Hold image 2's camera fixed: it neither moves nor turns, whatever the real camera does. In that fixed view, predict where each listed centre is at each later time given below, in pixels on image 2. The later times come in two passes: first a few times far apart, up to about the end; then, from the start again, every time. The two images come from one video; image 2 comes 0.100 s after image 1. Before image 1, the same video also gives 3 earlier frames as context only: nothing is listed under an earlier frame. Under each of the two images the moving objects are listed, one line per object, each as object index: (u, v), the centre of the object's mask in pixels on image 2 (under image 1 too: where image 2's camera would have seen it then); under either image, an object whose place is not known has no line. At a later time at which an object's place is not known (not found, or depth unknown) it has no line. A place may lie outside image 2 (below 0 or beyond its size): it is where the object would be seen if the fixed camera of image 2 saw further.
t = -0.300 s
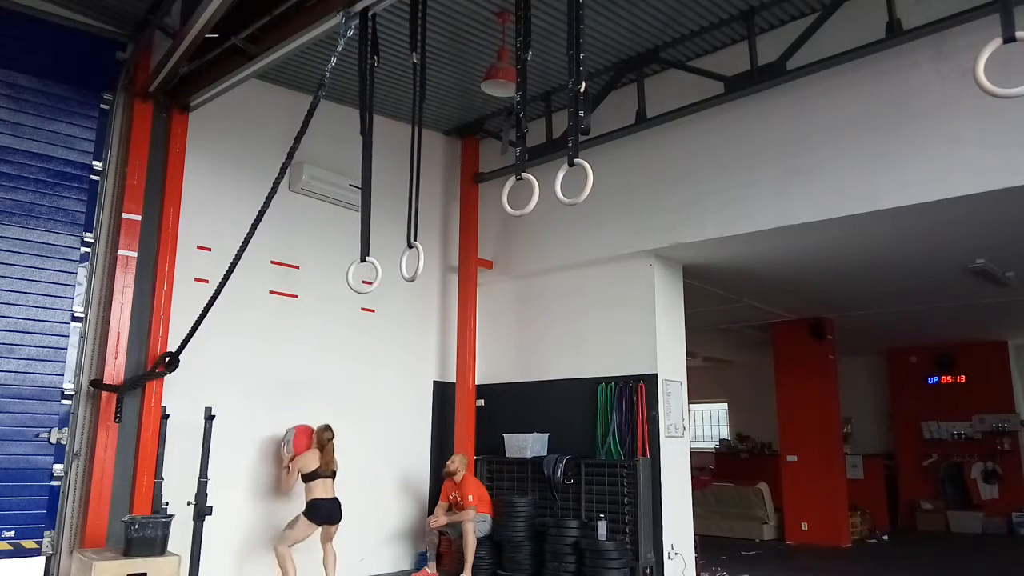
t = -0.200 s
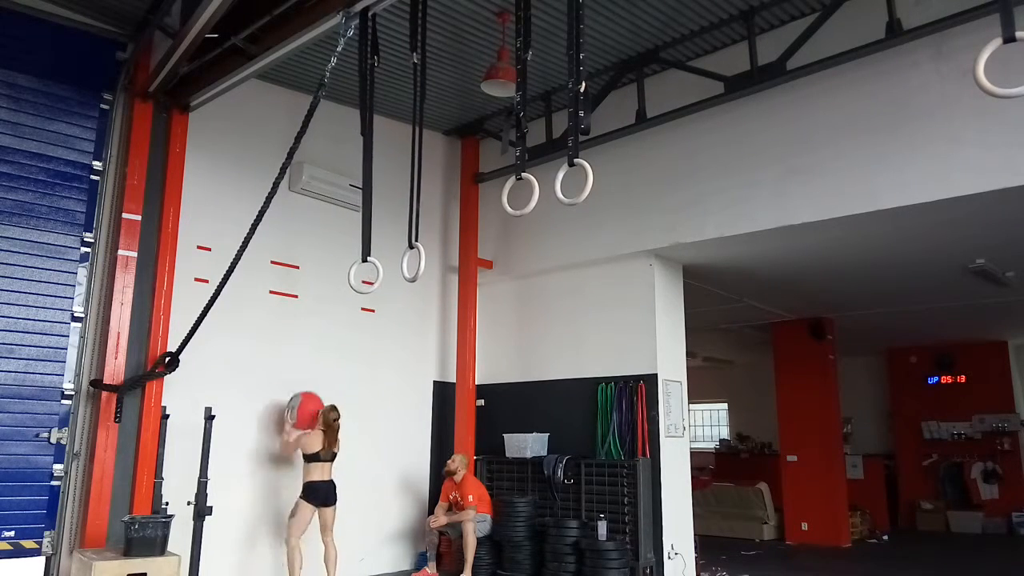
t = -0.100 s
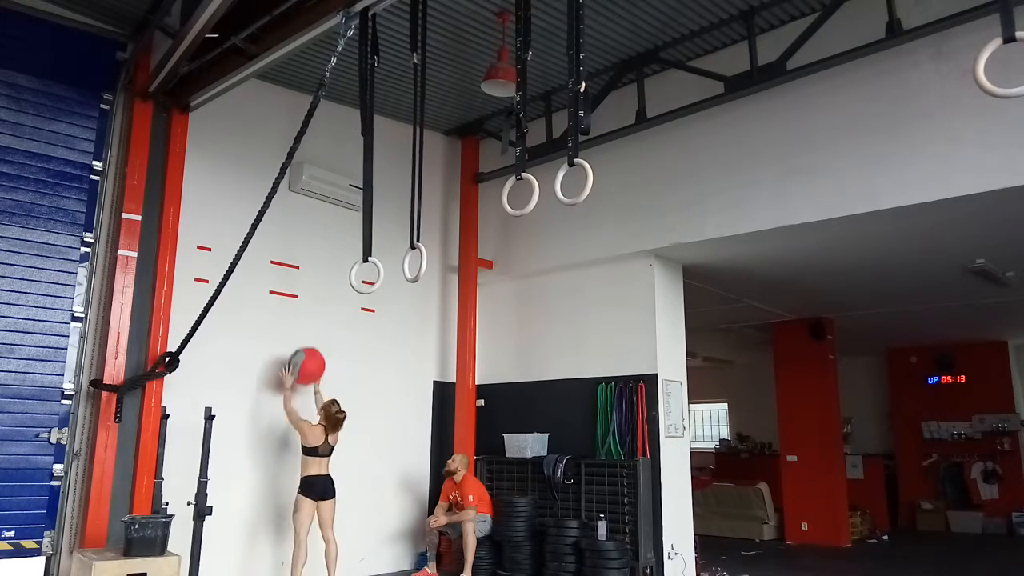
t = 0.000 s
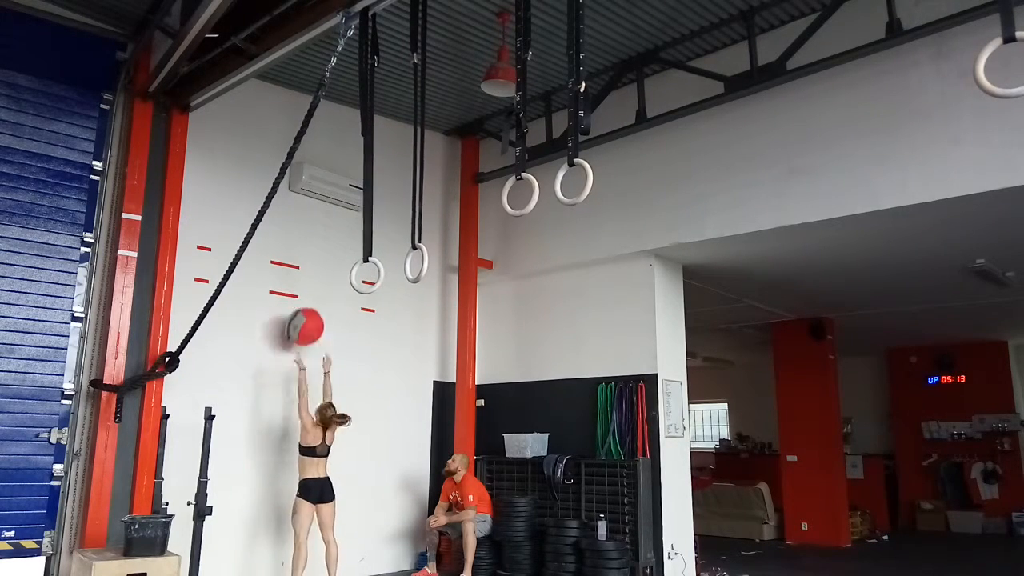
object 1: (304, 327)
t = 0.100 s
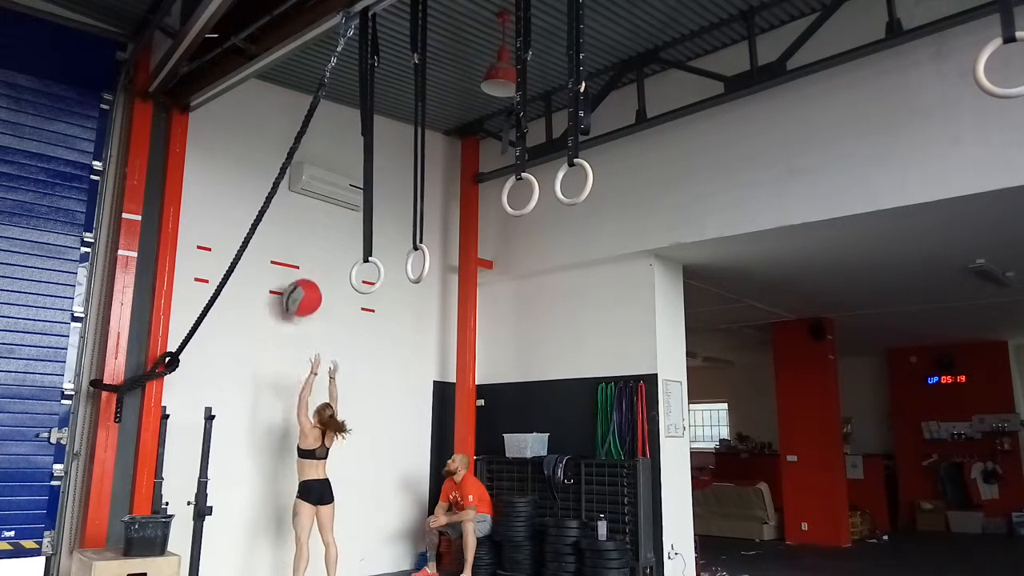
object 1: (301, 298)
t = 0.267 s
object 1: (297, 272)
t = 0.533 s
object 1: (299, 285)
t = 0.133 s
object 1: (301, 290)
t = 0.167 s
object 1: (300, 284)
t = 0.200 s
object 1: (298, 279)
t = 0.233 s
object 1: (298, 275)
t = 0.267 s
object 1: (297, 272)
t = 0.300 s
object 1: (296, 271)
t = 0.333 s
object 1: (296, 270)
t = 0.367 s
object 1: (296, 270)
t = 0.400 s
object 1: (297, 271)
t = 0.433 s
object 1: (298, 273)
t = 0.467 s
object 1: (298, 276)
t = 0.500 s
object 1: (299, 280)
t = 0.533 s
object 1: (299, 285)
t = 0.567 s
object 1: (299, 292)
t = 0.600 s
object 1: (299, 300)
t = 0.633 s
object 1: (299, 308)
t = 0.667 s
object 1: (299, 318)
